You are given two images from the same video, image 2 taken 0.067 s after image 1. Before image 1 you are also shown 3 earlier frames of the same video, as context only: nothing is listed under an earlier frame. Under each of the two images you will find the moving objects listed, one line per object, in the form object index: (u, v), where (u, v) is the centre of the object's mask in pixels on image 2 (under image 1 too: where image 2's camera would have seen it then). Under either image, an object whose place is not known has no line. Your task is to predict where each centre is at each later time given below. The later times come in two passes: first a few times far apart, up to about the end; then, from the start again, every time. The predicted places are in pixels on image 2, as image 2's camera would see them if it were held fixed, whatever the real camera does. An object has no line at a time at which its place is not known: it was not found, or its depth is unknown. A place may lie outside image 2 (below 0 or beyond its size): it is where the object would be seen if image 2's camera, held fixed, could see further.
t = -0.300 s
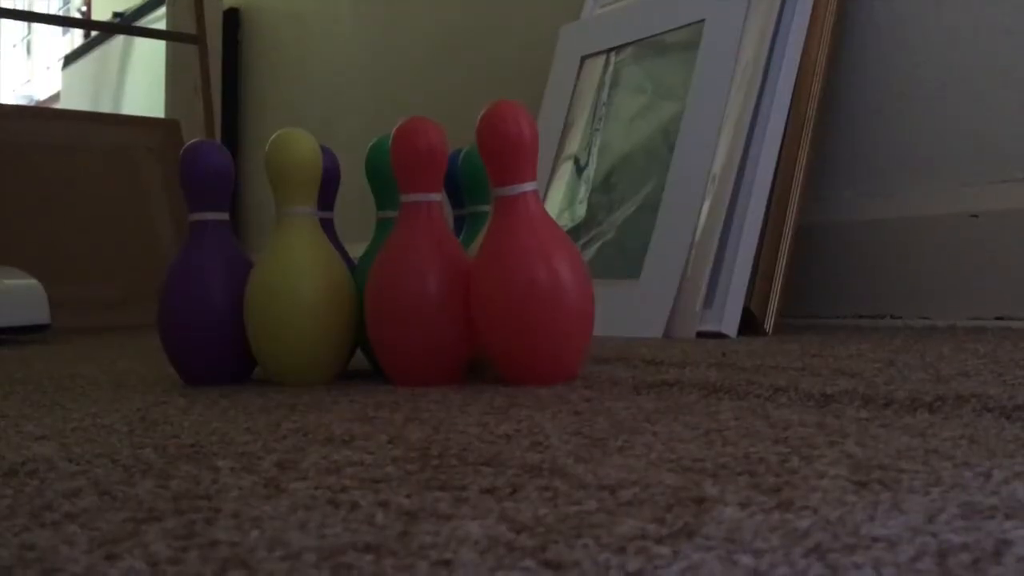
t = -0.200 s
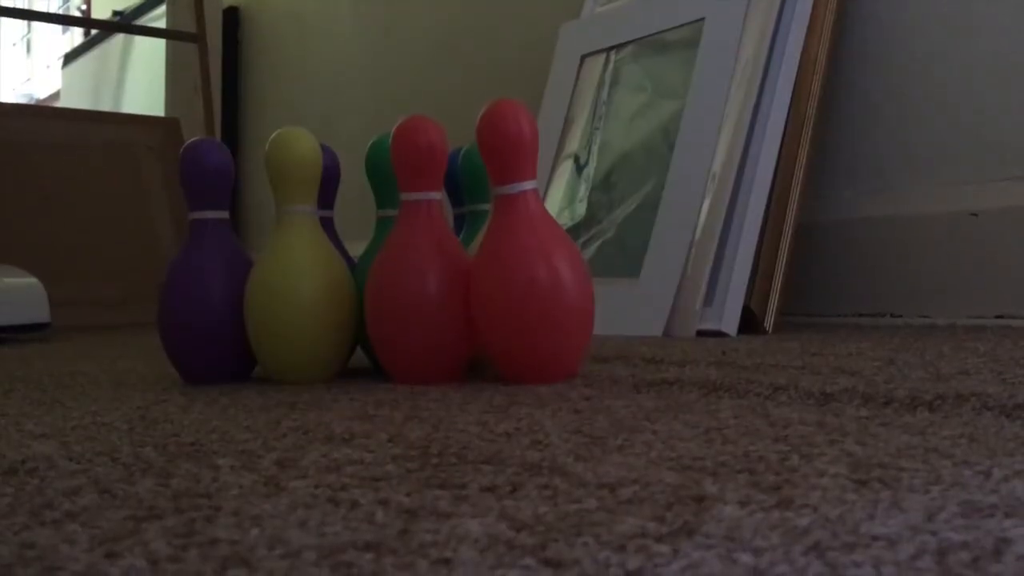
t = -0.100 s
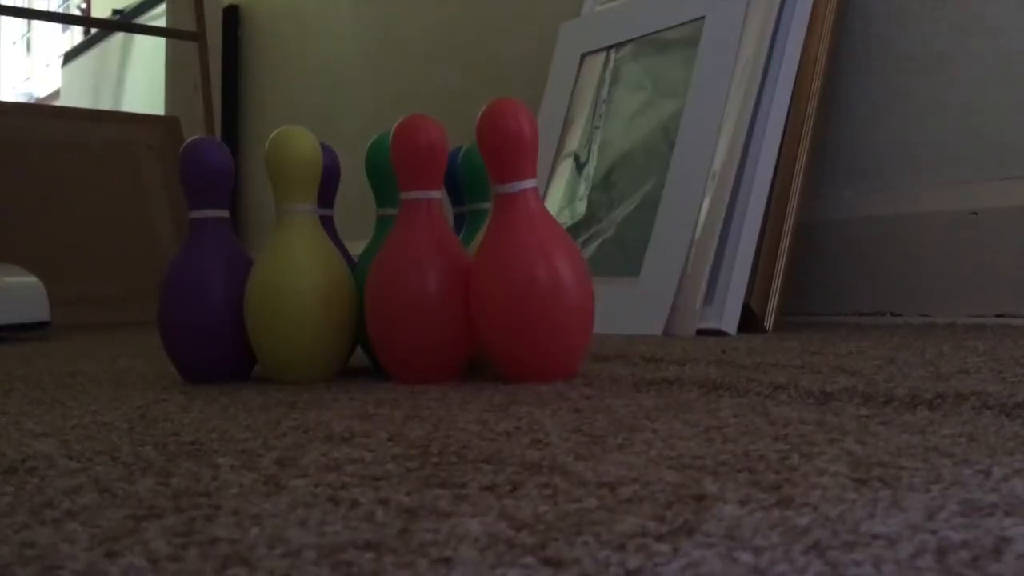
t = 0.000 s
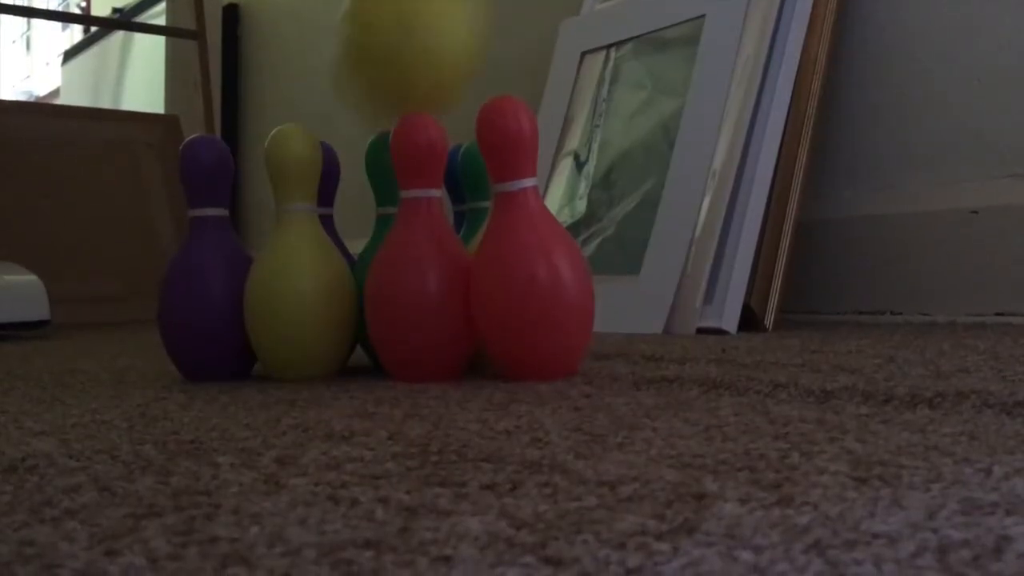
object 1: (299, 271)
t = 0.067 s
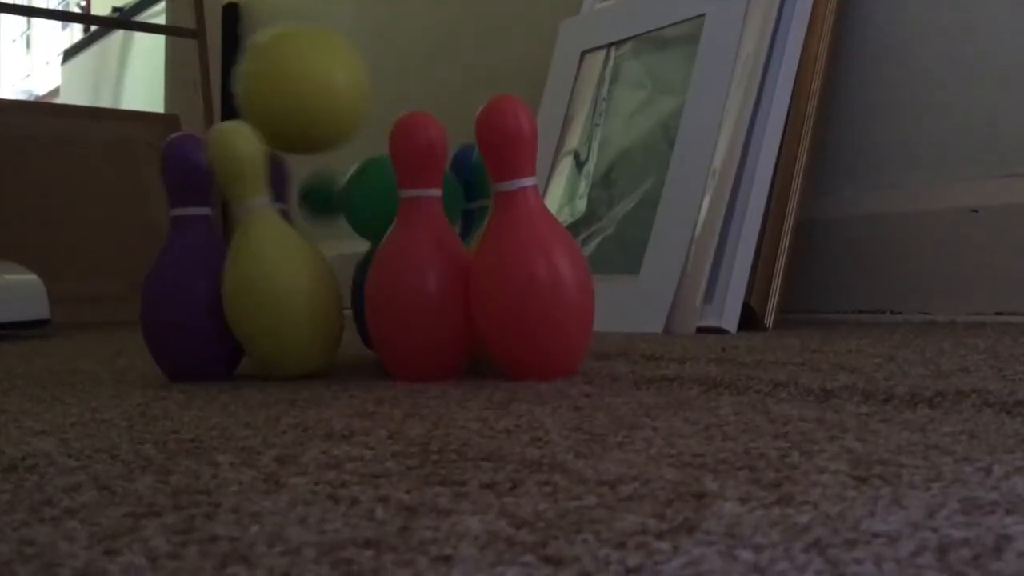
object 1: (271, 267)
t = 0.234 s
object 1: (152, 337)
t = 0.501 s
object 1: (66, 333)
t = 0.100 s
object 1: (253, 272)
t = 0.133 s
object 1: (229, 279)
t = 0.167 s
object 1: (202, 291)
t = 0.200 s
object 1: (173, 314)
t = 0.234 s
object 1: (152, 337)
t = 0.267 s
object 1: (141, 319)
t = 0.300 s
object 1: (127, 320)
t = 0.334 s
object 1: (110, 332)
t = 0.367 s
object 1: (96, 331)
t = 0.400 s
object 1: (82, 331)
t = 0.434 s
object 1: (76, 329)
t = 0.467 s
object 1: (70, 335)
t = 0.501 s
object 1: (66, 333)
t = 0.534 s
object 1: (64, 335)
